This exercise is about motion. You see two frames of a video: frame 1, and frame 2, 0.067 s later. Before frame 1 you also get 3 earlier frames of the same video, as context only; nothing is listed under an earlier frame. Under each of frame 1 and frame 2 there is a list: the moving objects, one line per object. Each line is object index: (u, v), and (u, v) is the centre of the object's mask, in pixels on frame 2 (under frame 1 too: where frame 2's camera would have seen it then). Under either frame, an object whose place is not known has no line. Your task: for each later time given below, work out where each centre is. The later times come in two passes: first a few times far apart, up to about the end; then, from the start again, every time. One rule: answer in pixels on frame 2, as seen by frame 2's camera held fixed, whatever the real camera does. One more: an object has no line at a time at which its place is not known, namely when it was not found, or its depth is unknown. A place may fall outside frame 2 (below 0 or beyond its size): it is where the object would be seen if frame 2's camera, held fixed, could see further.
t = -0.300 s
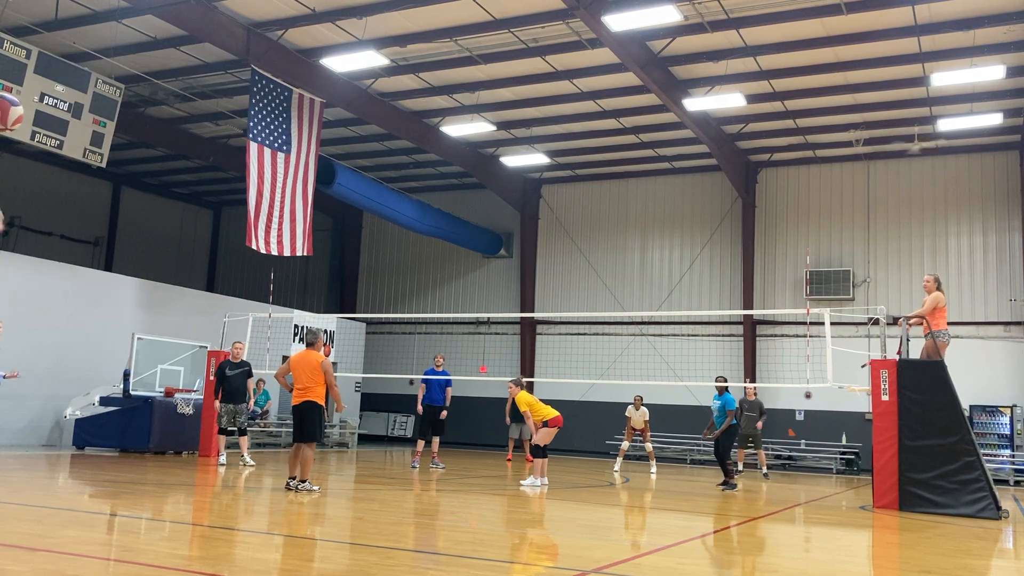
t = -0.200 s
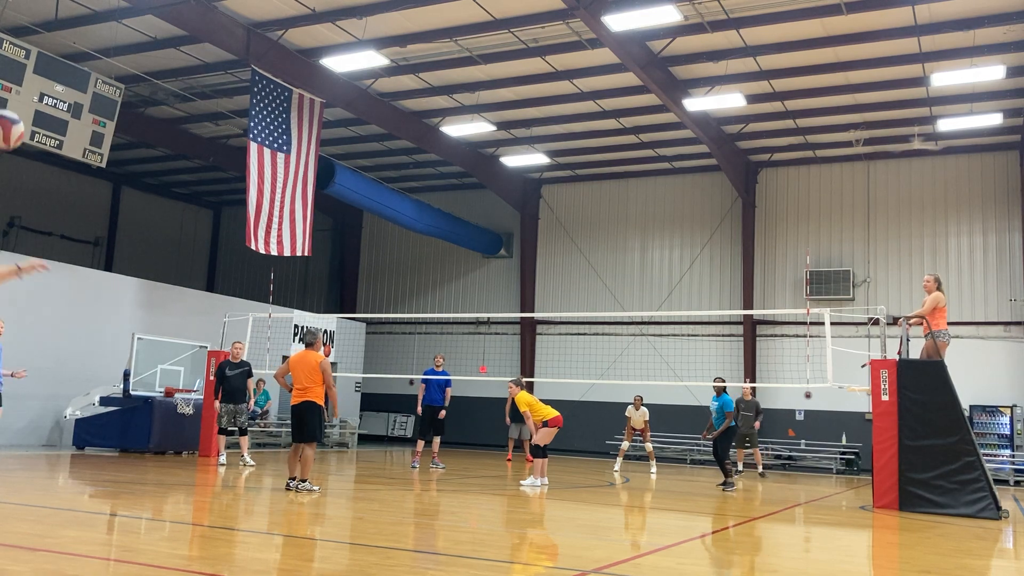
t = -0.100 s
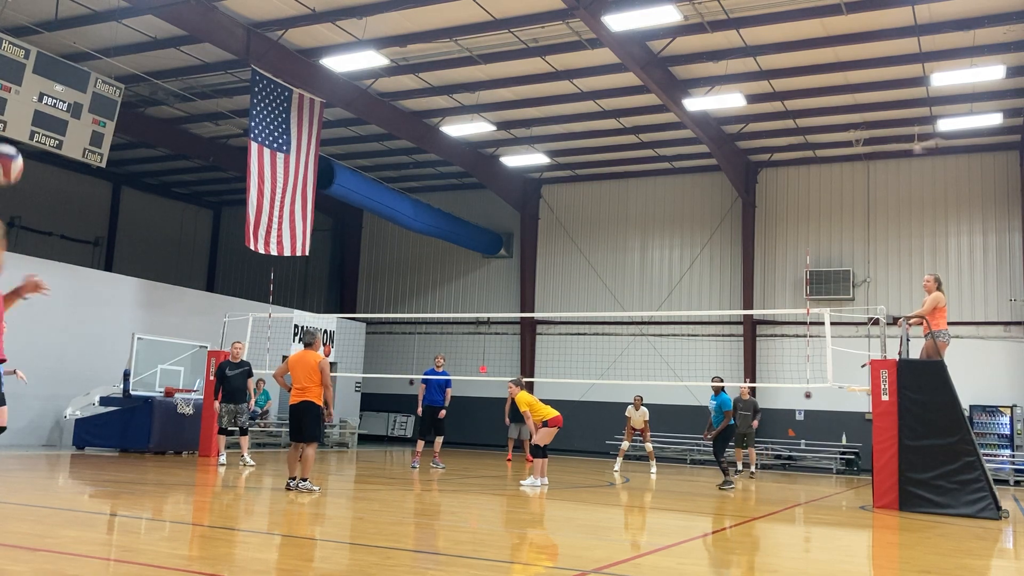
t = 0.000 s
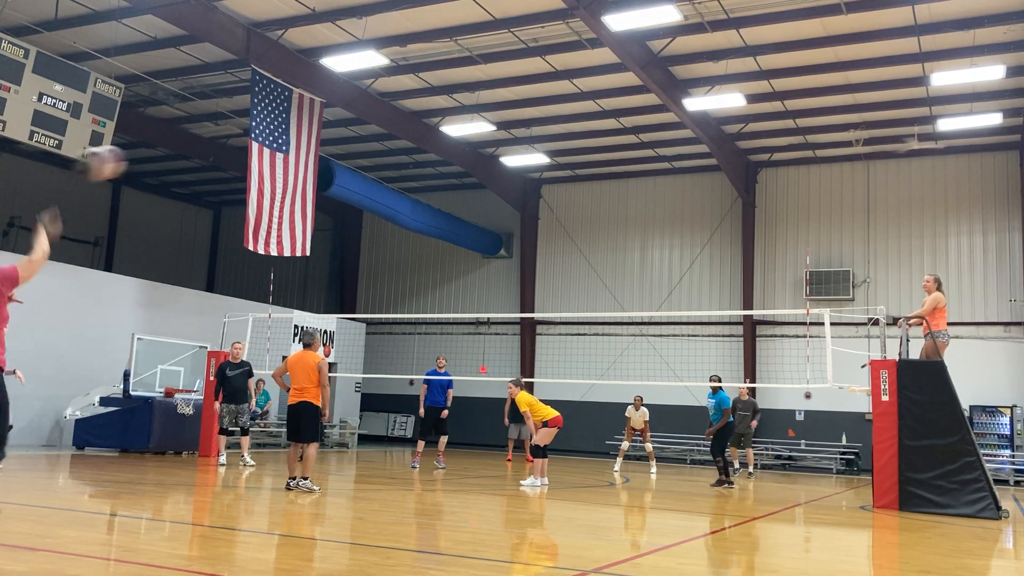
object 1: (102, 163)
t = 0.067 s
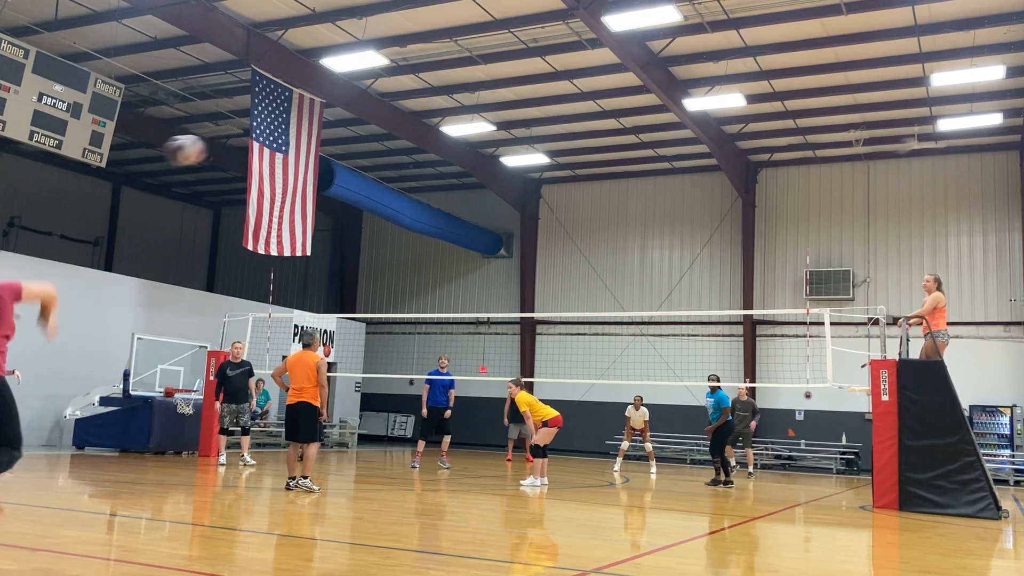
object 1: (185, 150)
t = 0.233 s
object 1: (318, 147)
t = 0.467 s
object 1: (411, 180)
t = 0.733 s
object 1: (471, 244)
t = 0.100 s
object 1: (218, 147)
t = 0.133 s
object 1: (246, 145)
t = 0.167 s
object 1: (273, 144)
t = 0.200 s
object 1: (297, 145)
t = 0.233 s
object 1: (318, 147)
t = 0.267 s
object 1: (334, 150)
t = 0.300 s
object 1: (352, 153)
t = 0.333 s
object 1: (366, 157)
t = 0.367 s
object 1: (379, 162)
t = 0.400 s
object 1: (391, 168)
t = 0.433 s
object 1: (402, 174)
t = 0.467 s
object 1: (411, 180)
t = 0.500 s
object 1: (420, 187)
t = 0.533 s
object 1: (430, 194)
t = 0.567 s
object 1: (438, 201)
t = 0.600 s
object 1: (445, 209)
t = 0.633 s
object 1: (452, 217)
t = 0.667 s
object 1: (459, 226)
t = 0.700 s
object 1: (466, 235)
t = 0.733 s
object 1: (471, 244)
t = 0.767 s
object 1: (477, 253)
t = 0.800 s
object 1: (482, 263)
